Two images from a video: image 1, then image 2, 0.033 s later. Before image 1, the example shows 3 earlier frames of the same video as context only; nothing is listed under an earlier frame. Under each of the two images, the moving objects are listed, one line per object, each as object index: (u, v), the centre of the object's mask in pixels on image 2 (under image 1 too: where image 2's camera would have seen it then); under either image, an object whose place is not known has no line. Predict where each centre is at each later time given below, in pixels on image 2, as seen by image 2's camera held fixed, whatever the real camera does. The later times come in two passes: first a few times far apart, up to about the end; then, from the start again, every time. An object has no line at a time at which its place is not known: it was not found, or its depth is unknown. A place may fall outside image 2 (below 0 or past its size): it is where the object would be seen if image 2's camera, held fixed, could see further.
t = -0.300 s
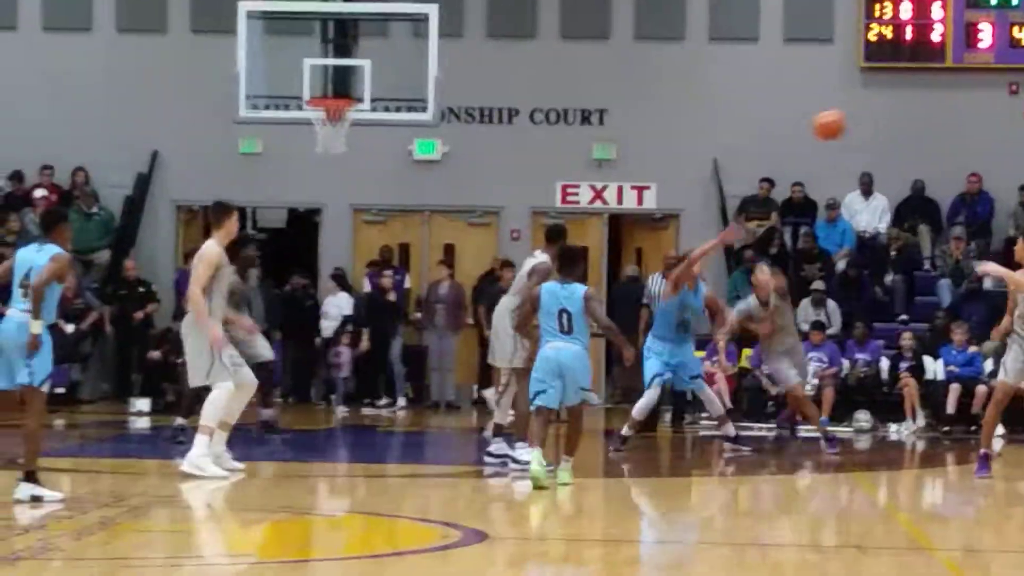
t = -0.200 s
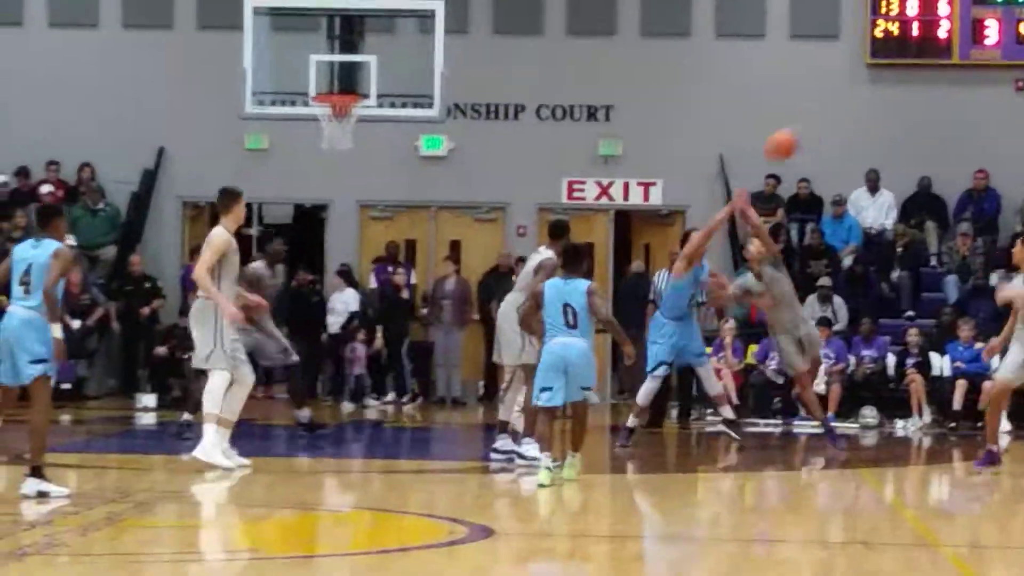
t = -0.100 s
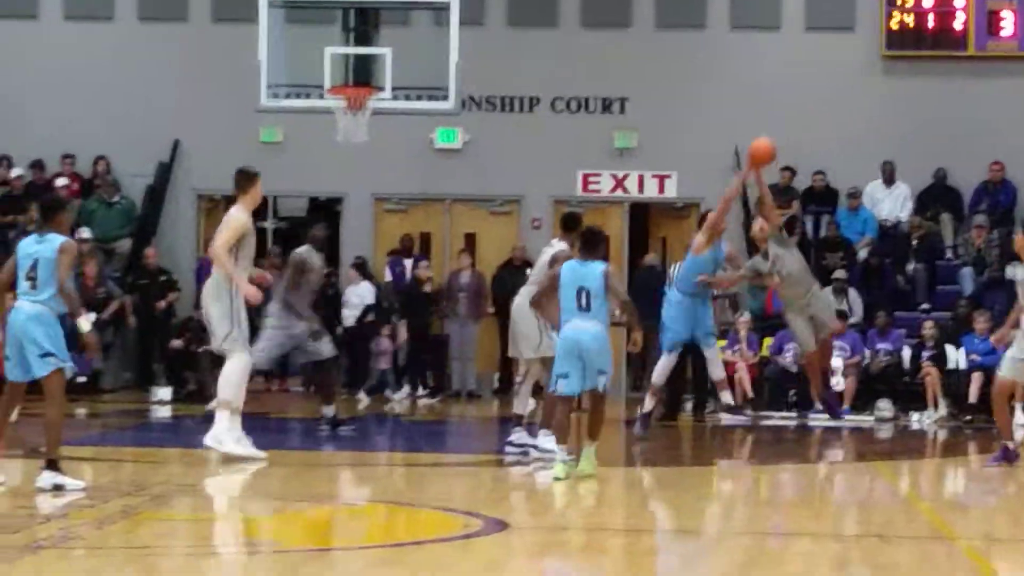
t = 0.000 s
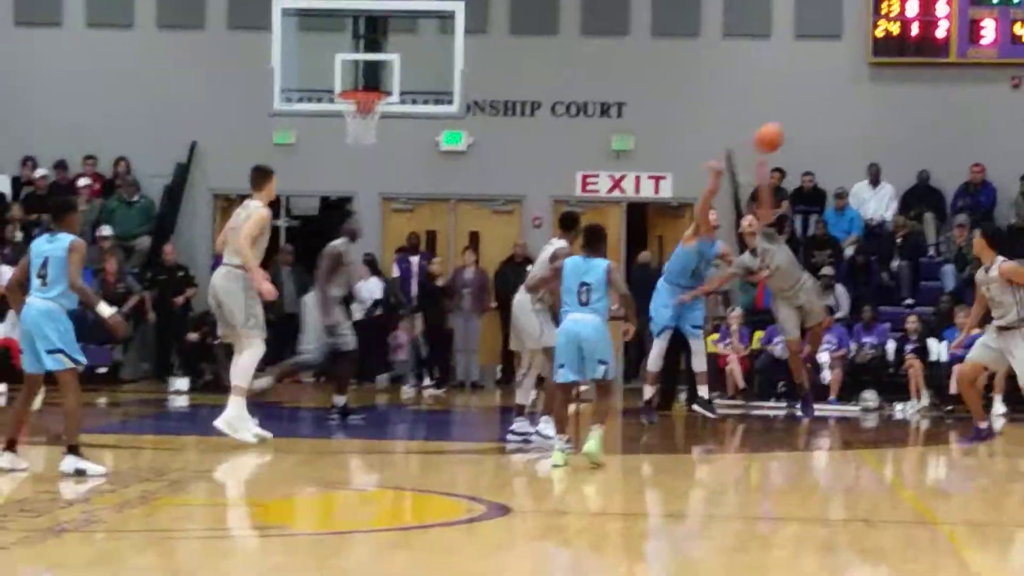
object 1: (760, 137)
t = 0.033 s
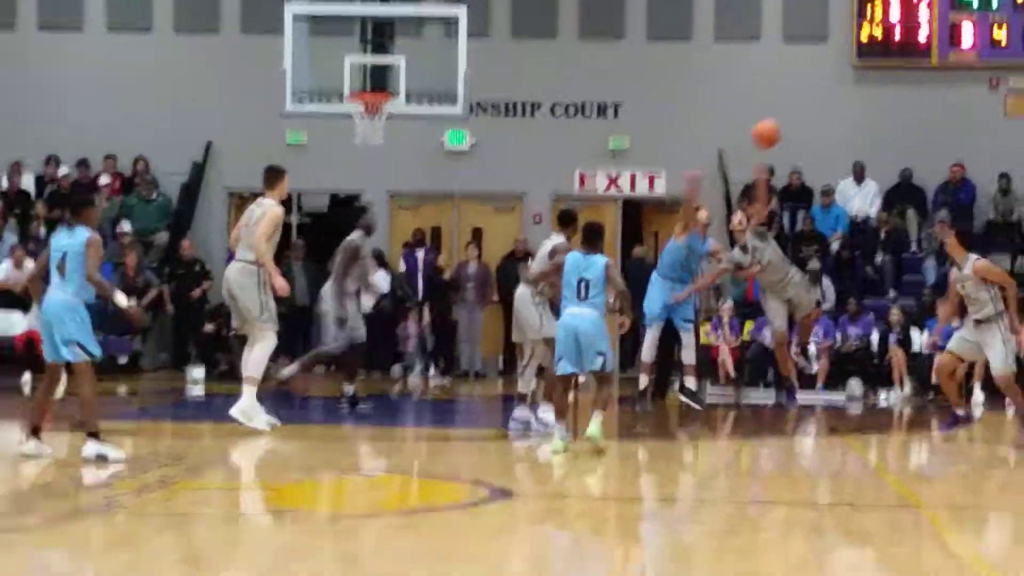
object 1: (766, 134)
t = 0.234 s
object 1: (814, 138)
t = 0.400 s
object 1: (854, 178)
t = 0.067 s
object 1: (774, 131)
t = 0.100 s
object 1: (782, 130)
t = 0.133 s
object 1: (791, 129)
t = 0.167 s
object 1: (797, 131)
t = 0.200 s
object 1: (804, 135)
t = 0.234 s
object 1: (814, 138)
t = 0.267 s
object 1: (821, 143)
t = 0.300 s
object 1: (829, 152)
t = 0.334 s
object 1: (840, 159)
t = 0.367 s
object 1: (847, 166)
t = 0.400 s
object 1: (854, 178)
